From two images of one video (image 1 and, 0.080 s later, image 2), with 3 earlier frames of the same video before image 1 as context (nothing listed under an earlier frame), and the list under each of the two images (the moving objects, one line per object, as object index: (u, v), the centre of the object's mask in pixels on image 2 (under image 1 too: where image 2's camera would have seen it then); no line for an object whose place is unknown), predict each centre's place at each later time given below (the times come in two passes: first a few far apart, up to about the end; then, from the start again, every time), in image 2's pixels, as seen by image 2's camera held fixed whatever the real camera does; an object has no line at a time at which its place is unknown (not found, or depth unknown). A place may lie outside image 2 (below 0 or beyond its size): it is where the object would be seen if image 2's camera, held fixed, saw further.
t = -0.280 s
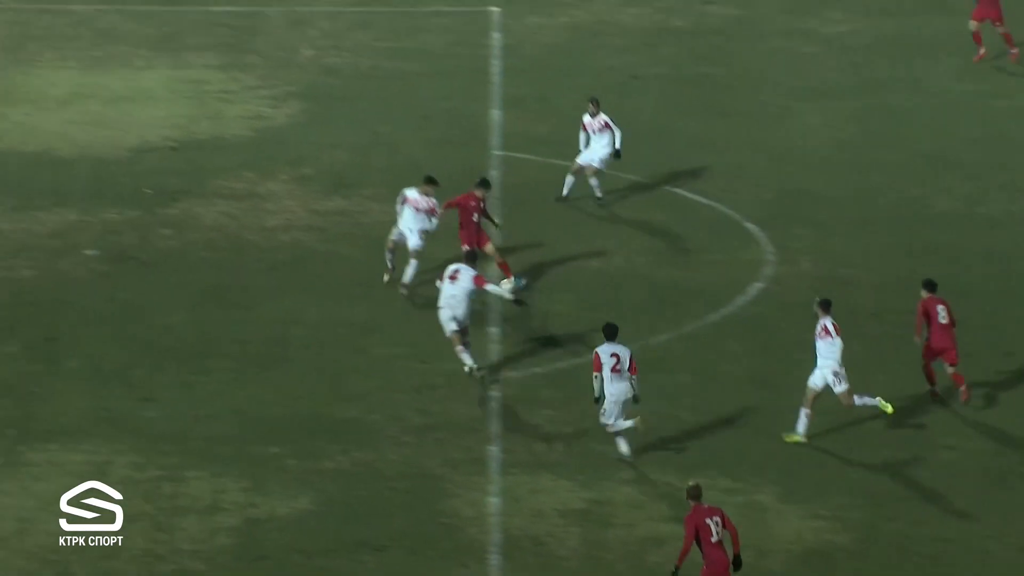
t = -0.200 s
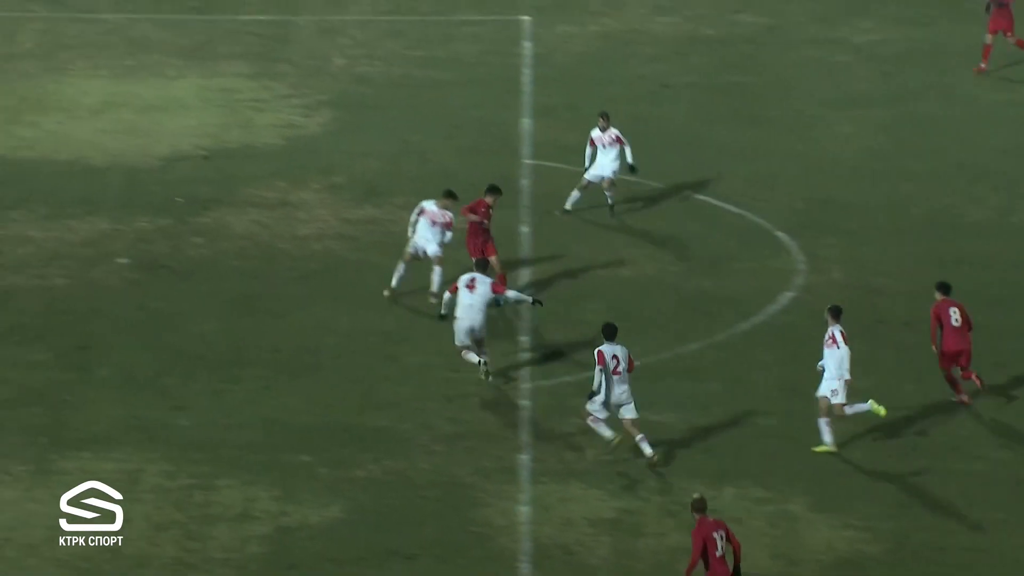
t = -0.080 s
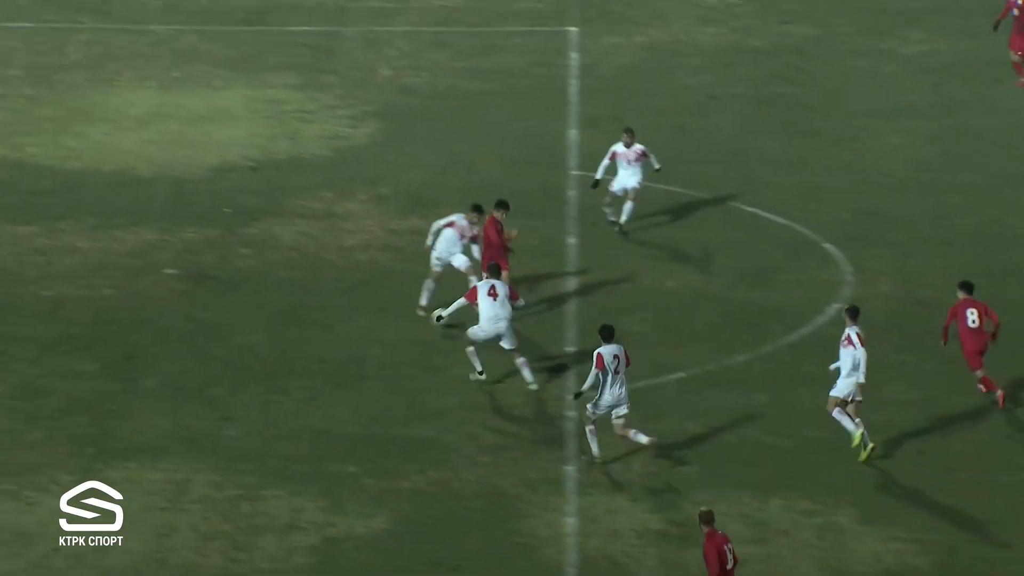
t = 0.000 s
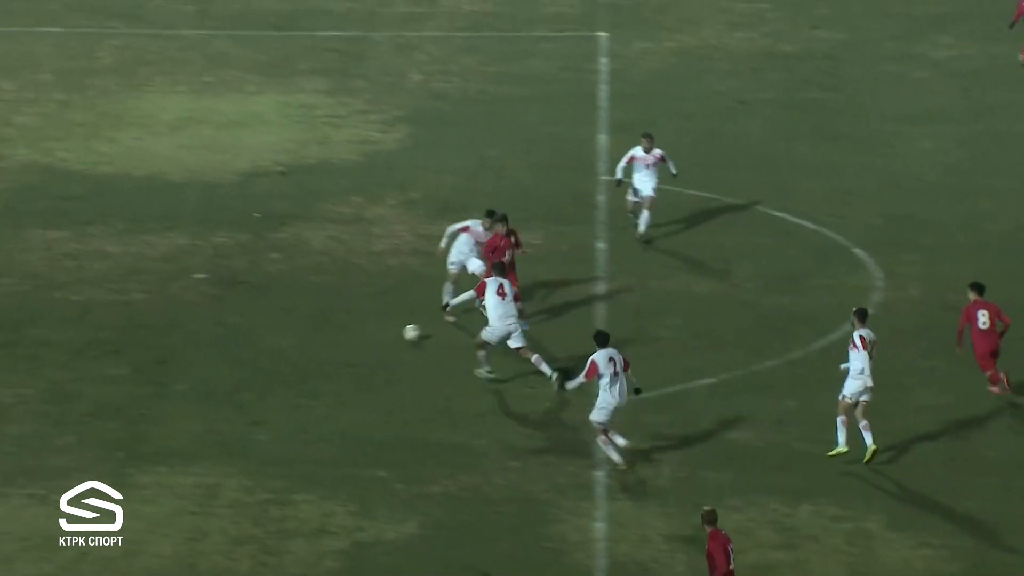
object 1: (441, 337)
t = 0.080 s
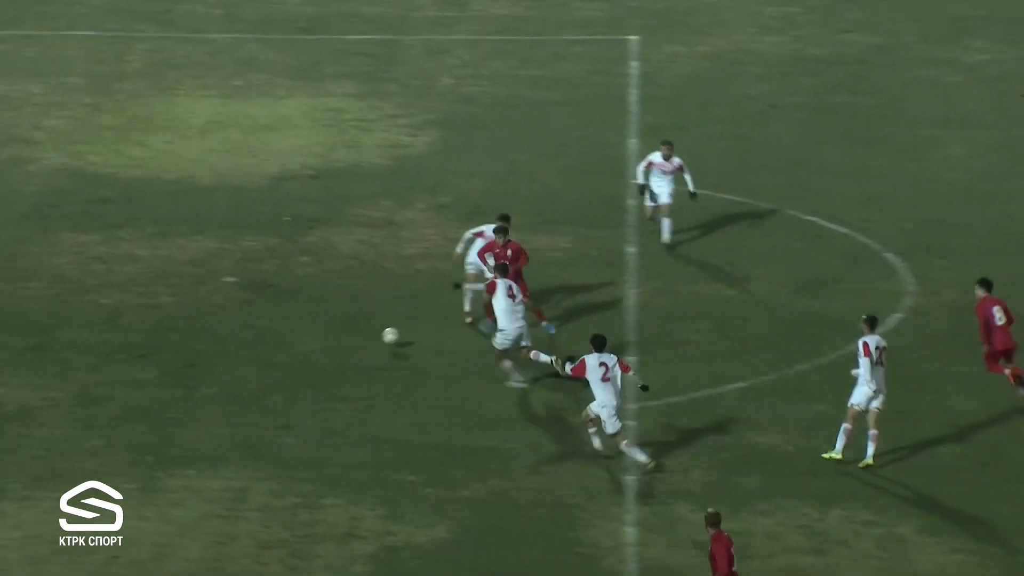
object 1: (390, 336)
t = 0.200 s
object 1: (313, 343)
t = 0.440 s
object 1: (175, 359)
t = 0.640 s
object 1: (74, 370)
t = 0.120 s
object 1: (364, 337)
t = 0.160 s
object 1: (339, 340)
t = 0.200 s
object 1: (313, 343)
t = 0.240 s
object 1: (288, 349)
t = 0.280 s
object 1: (264, 352)
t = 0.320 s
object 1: (241, 353)
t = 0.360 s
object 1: (219, 355)
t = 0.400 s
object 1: (195, 358)
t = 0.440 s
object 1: (175, 359)
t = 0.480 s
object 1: (155, 358)
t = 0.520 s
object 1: (134, 359)
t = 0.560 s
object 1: (114, 362)
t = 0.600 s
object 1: (94, 365)
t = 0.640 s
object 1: (74, 370)
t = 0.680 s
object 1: (54, 369)
